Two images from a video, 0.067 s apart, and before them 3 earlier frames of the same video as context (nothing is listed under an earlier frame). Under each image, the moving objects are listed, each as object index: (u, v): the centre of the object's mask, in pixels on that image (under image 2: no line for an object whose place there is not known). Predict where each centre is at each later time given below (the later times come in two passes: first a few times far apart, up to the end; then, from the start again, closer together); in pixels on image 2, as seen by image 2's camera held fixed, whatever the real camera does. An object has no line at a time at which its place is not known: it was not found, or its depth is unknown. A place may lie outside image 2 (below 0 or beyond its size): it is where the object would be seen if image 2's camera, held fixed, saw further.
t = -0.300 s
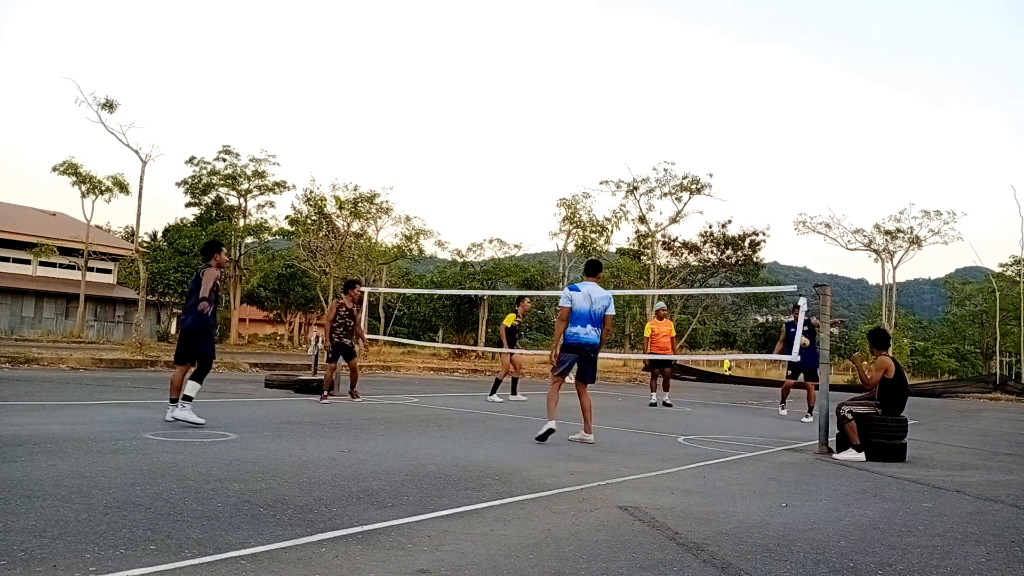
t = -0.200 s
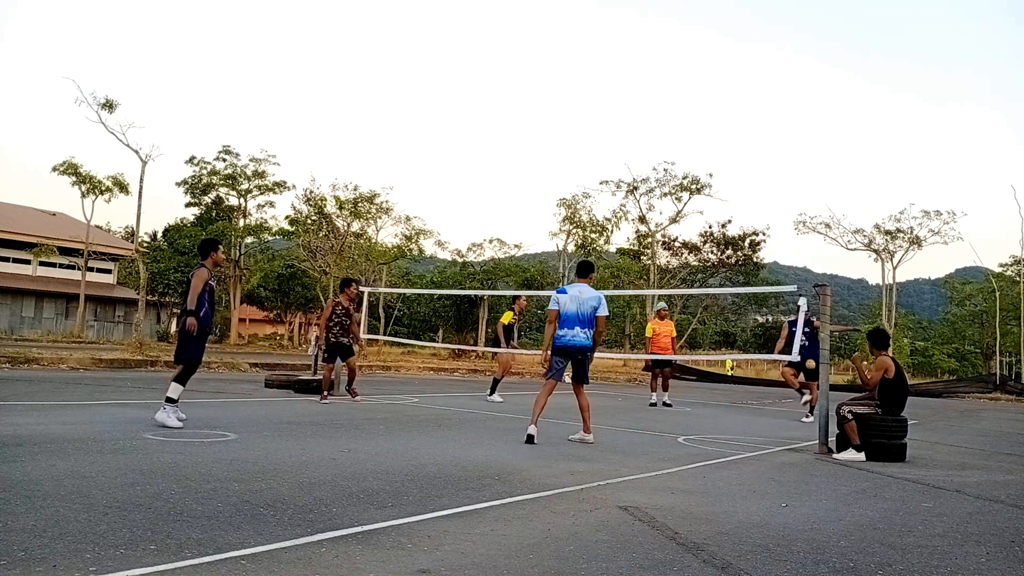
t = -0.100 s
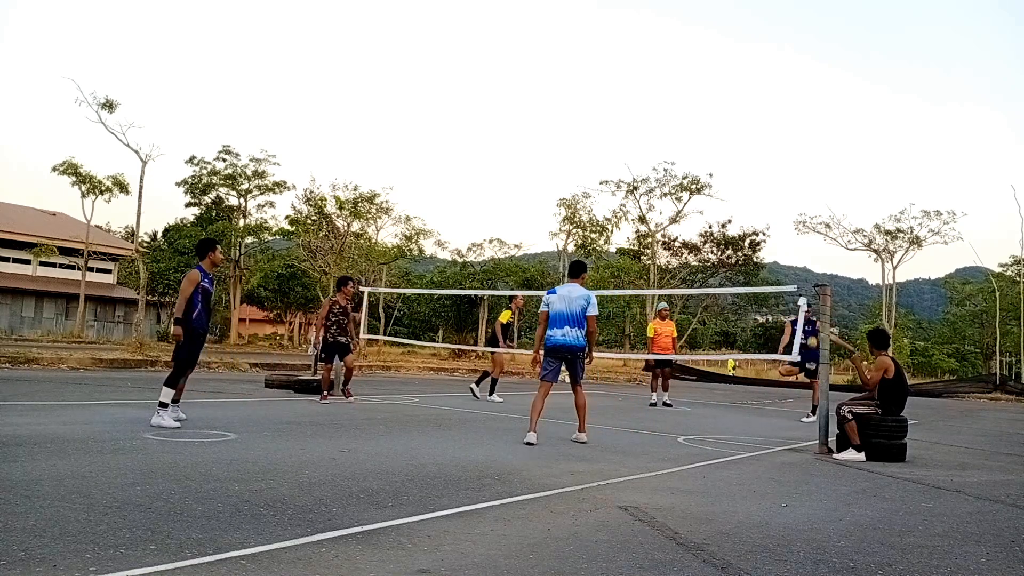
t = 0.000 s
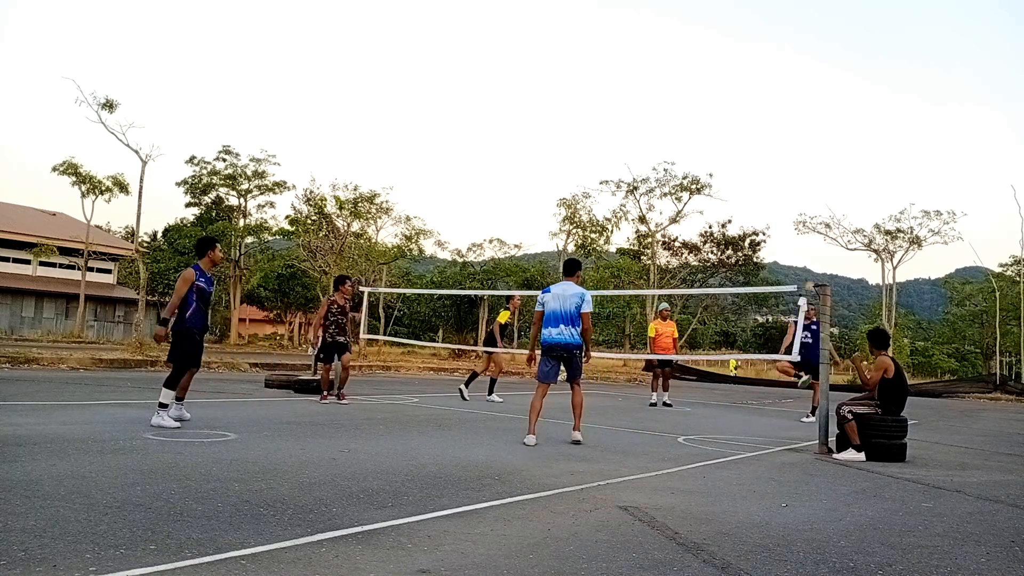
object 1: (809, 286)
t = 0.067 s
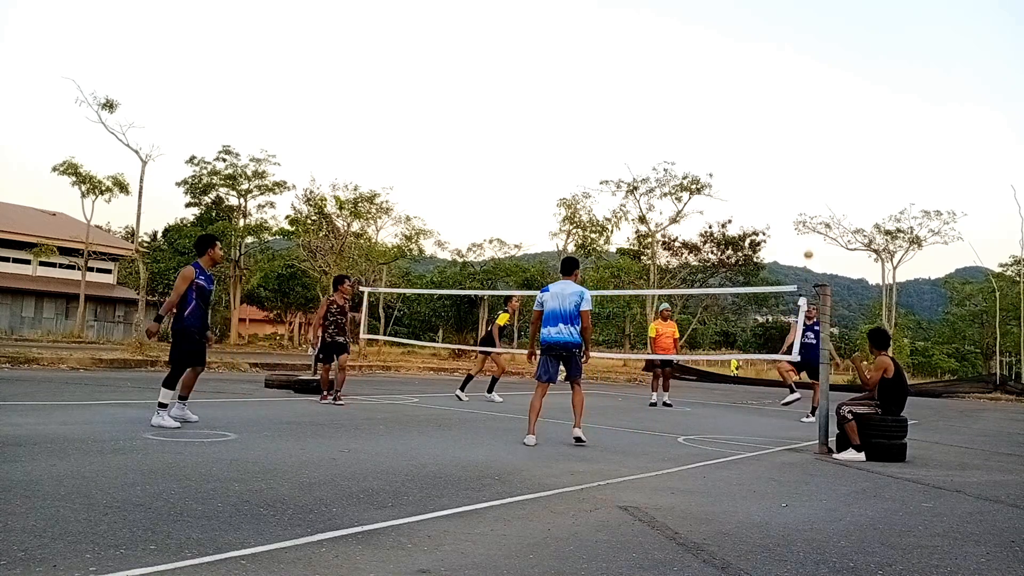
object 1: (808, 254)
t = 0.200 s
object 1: (805, 197)
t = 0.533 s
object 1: (796, 102)
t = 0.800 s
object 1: (787, 80)
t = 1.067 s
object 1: (775, 113)
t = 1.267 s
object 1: (765, 179)
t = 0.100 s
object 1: (807, 239)
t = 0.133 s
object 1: (806, 225)
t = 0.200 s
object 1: (805, 197)
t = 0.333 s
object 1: (802, 151)
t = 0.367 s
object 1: (801, 141)
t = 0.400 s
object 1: (800, 132)
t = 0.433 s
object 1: (799, 123)
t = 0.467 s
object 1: (798, 115)
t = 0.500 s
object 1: (797, 109)
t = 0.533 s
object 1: (796, 102)
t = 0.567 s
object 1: (795, 97)
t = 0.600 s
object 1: (794, 92)
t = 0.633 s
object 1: (793, 88)
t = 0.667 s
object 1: (792, 85)
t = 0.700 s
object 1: (791, 83)
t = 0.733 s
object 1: (789, 81)
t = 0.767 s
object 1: (788, 80)
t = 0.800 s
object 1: (787, 80)
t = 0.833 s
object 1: (785, 81)
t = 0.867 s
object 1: (784, 83)
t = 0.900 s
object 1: (783, 86)
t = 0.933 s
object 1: (781, 89)
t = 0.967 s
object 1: (780, 94)
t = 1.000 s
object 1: (778, 99)
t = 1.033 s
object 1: (777, 106)
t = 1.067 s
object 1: (775, 113)
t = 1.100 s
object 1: (773, 122)
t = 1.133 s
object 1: (772, 131)
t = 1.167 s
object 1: (770, 141)
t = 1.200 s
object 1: (769, 153)
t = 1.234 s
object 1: (767, 166)
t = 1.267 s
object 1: (765, 179)
